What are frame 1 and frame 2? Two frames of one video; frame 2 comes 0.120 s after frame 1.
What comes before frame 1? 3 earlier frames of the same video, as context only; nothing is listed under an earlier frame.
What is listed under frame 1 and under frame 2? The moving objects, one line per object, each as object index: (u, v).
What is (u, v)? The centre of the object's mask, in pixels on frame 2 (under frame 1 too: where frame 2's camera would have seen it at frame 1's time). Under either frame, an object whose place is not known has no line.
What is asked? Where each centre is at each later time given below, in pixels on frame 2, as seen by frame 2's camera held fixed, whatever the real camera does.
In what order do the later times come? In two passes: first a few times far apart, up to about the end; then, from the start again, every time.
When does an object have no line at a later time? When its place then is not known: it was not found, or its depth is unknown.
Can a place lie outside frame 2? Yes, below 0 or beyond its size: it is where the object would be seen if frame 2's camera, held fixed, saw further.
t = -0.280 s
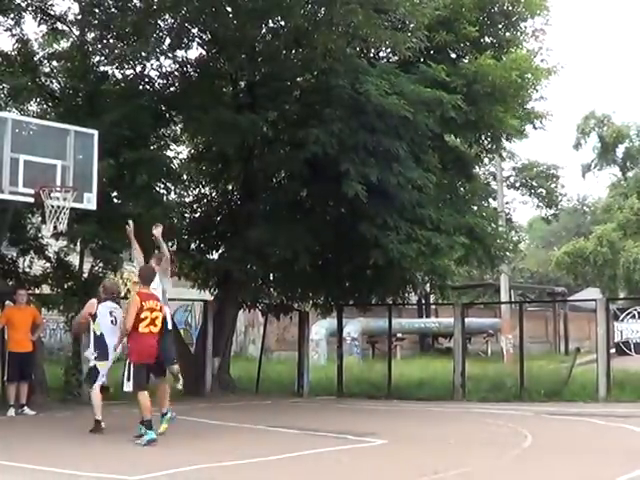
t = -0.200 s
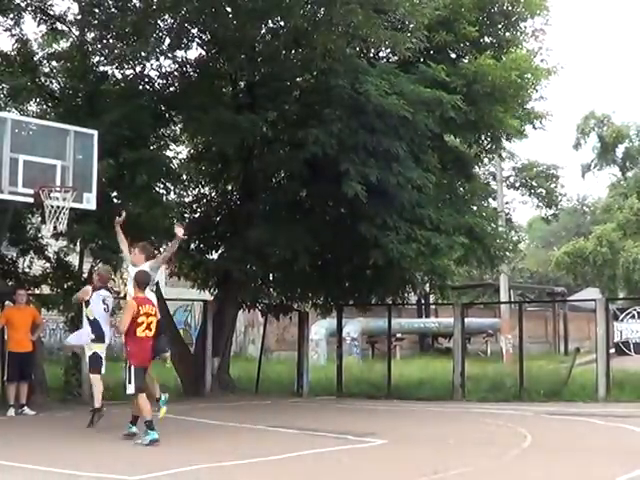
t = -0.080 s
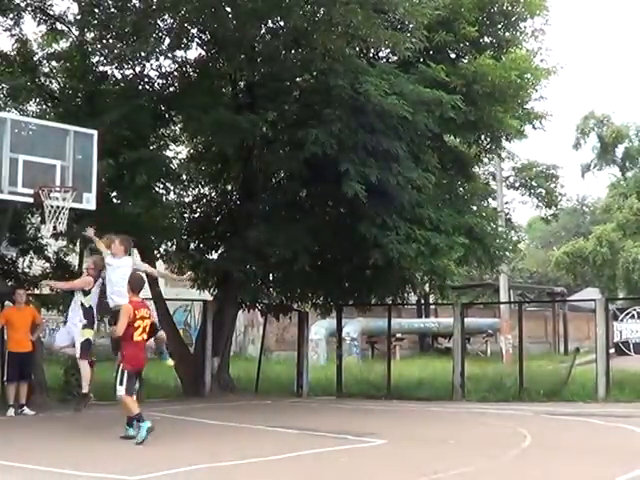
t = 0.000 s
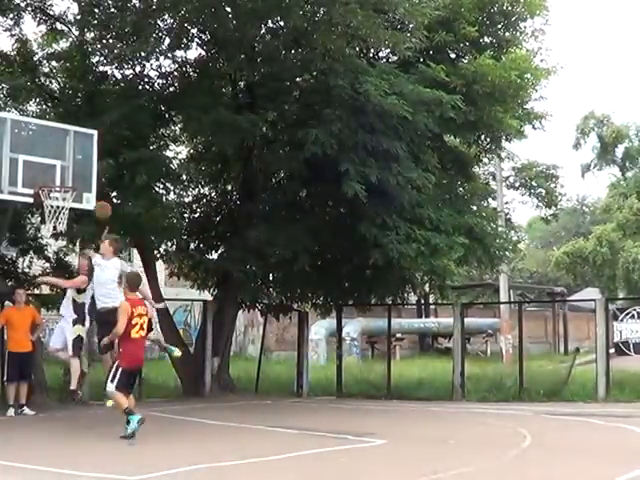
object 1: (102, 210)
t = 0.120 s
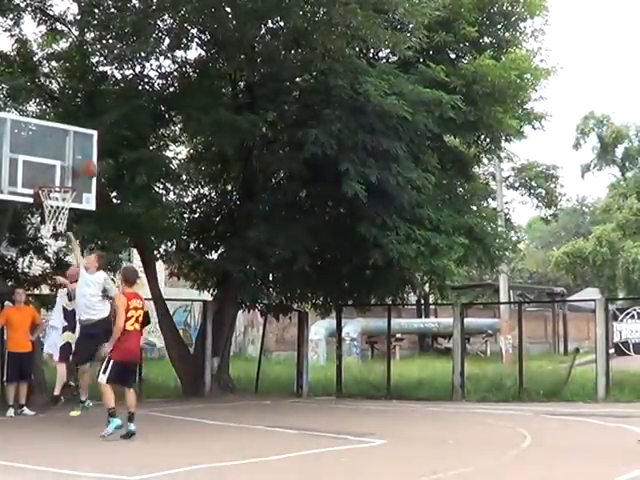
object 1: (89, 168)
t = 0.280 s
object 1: (73, 134)
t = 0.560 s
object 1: (58, 131)
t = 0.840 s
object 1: (44, 175)
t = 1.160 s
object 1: (94, 166)
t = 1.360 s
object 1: (120, 200)
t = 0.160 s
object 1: (82, 159)
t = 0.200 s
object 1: (79, 150)
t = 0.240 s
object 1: (75, 140)
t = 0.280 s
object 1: (73, 134)
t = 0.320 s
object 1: (71, 130)
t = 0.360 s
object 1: (70, 127)
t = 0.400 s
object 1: (67, 126)
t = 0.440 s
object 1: (65, 125)
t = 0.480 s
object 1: (63, 126)
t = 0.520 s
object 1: (60, 127)
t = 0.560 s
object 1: (58, 131)
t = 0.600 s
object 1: (56, 136)
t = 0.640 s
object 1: (54, 142)
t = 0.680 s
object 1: (50, 148)
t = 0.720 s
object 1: (49, 154)
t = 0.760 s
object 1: (46, 166)
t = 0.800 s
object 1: (41, 177)
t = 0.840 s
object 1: (44, 175)
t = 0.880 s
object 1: (53, 169)
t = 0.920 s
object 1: (57, 165)
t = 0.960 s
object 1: (64, 161)
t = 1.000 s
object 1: (70, 160)
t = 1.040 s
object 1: (75, 159)
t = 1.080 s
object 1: (80, 161)
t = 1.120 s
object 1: (88, 162)
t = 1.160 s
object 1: (94, 166)
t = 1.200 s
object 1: (99, 170)
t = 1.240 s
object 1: (104, 176)
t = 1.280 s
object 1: (109, 183)
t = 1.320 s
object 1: (115, 191)
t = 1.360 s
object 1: (120, 200)
